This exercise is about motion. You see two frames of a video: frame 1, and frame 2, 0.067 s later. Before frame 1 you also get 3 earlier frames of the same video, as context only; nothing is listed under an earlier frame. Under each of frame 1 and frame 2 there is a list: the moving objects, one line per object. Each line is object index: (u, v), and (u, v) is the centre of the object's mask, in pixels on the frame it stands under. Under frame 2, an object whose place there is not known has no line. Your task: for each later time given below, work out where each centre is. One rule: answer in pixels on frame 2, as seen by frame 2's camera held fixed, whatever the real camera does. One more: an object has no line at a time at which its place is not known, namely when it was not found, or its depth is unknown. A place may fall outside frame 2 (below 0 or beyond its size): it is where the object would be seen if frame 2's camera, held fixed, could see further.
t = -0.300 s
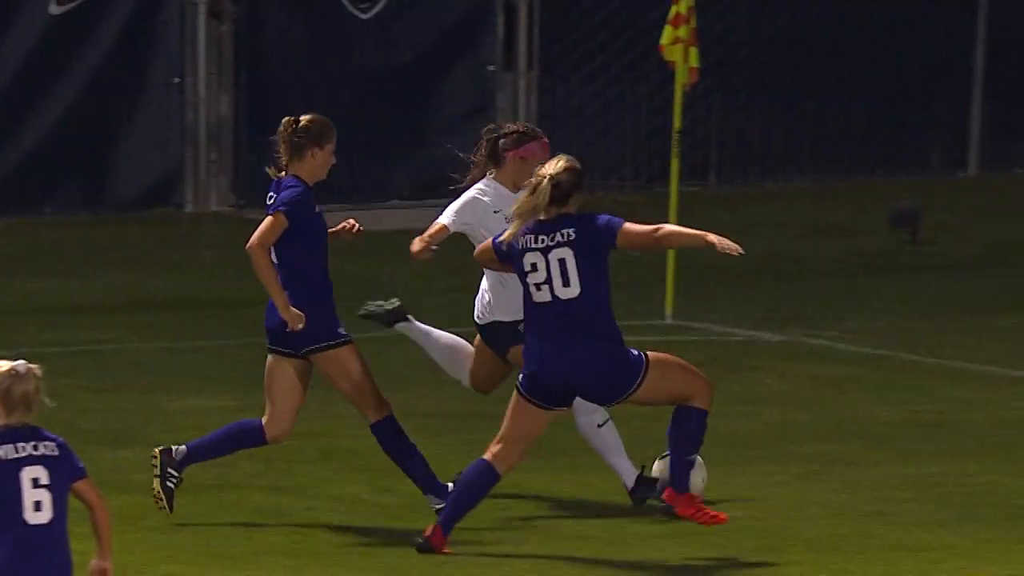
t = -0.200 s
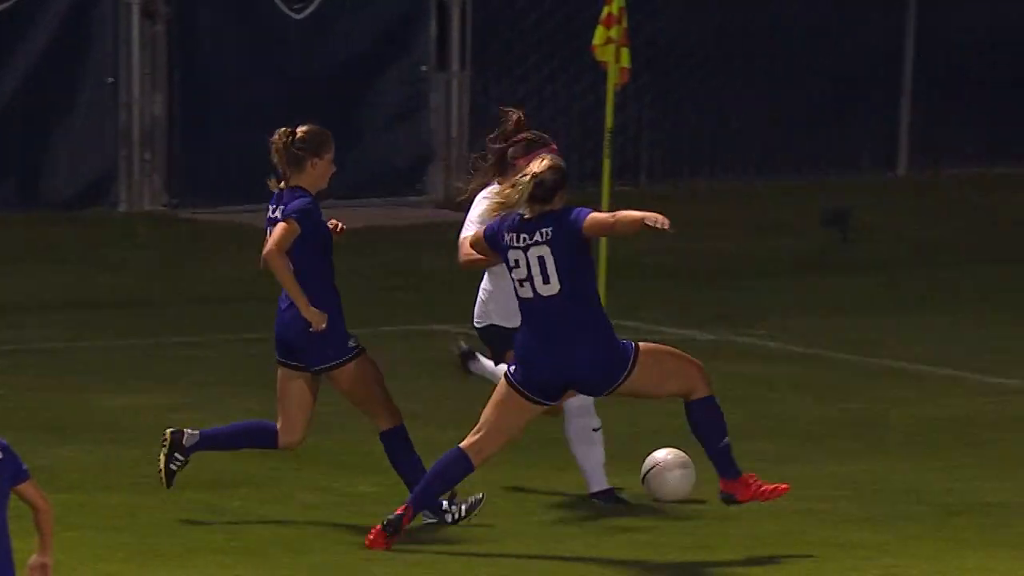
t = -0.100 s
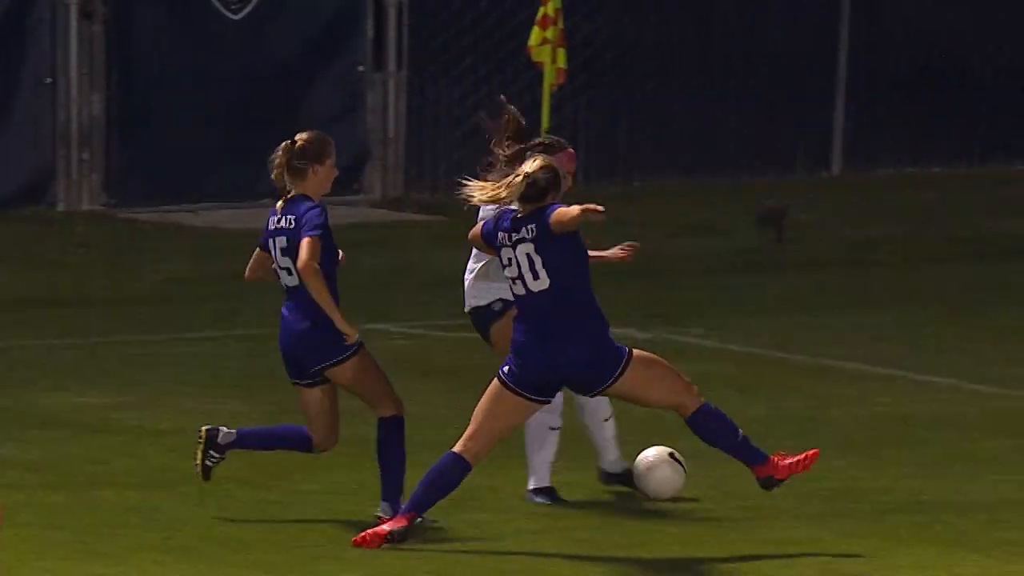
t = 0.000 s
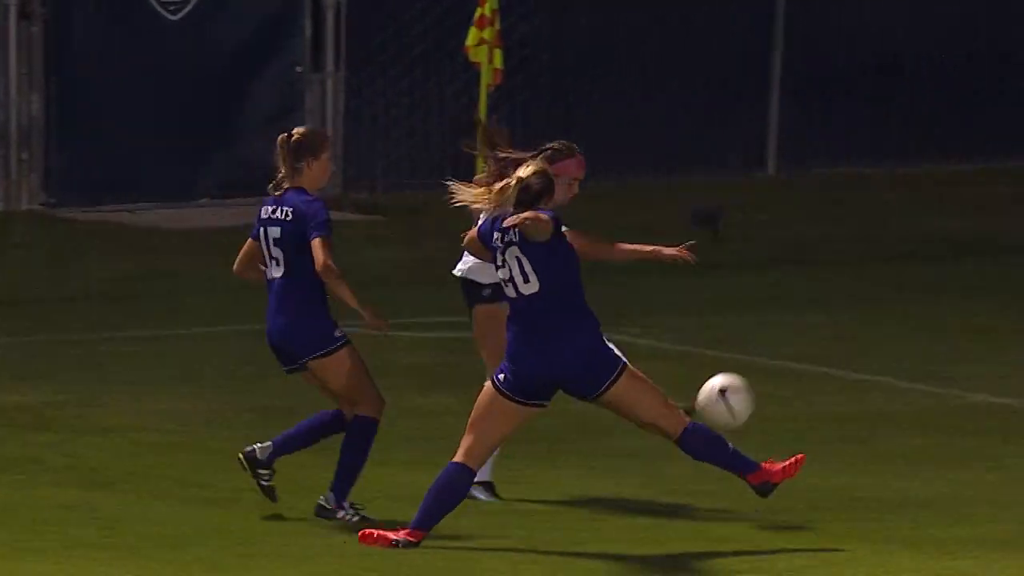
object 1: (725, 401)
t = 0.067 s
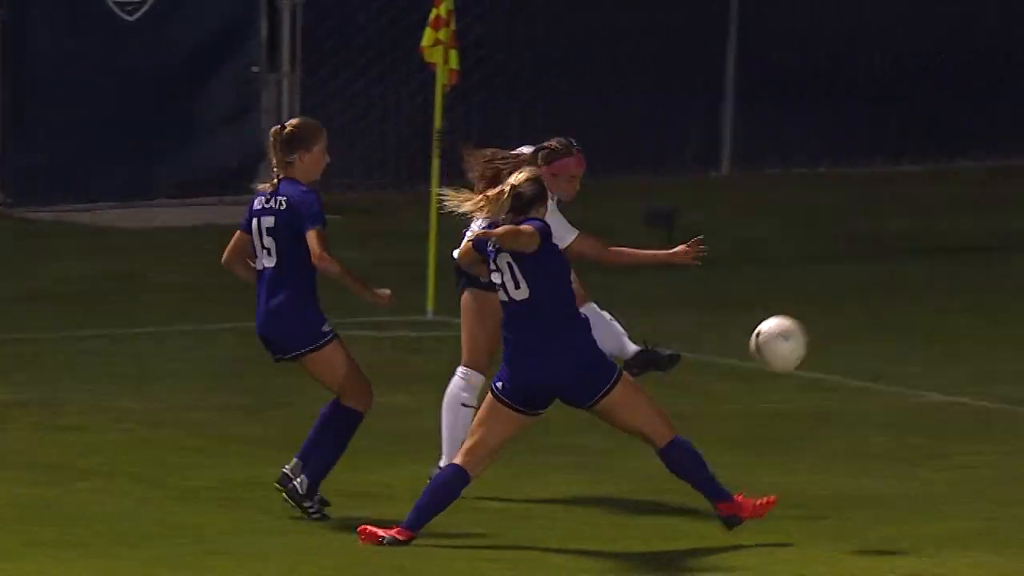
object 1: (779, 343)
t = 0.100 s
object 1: (821, 320)
